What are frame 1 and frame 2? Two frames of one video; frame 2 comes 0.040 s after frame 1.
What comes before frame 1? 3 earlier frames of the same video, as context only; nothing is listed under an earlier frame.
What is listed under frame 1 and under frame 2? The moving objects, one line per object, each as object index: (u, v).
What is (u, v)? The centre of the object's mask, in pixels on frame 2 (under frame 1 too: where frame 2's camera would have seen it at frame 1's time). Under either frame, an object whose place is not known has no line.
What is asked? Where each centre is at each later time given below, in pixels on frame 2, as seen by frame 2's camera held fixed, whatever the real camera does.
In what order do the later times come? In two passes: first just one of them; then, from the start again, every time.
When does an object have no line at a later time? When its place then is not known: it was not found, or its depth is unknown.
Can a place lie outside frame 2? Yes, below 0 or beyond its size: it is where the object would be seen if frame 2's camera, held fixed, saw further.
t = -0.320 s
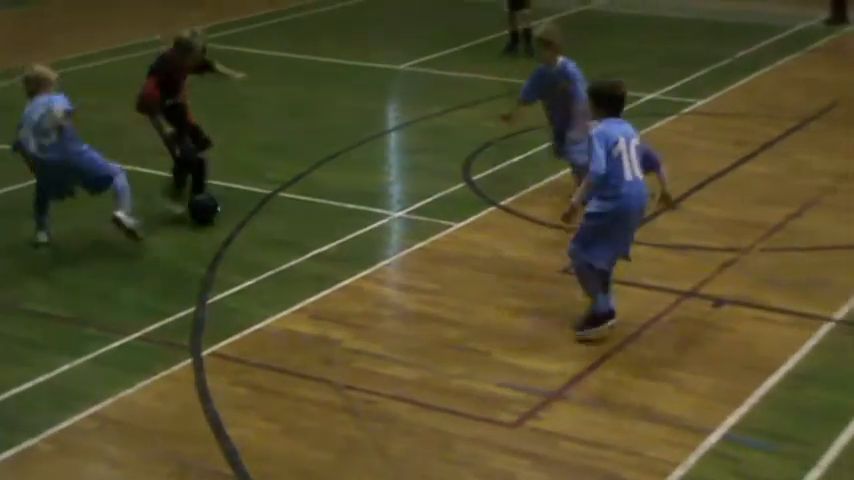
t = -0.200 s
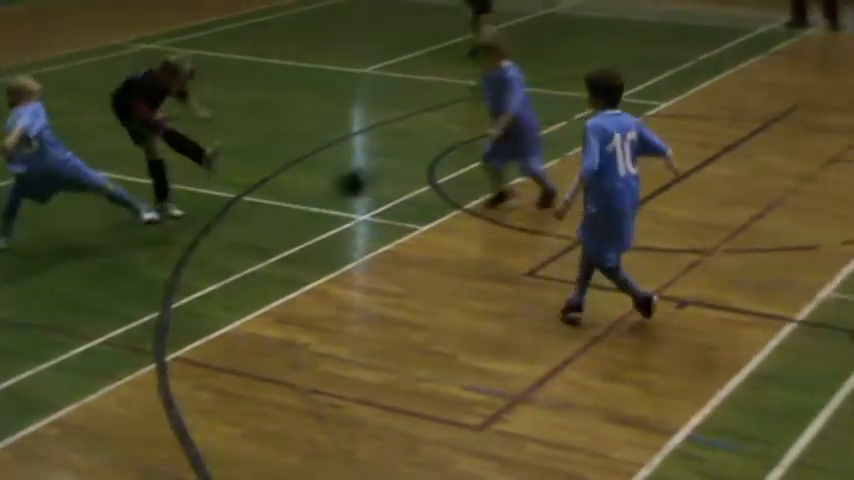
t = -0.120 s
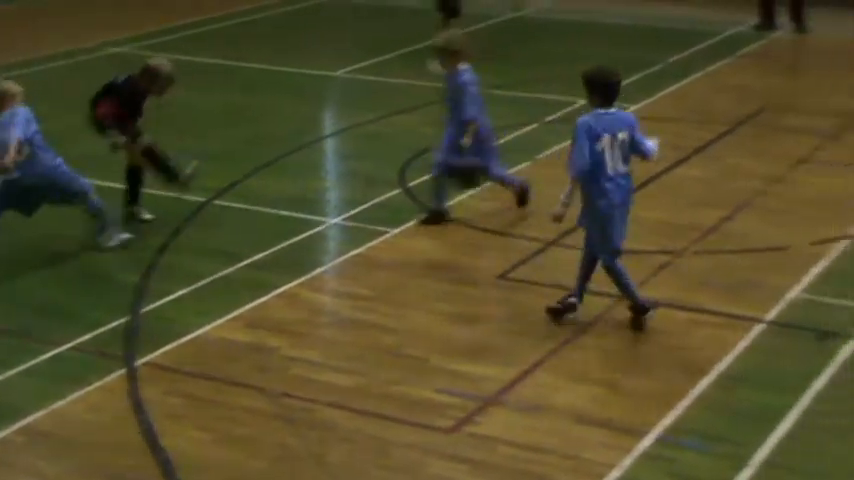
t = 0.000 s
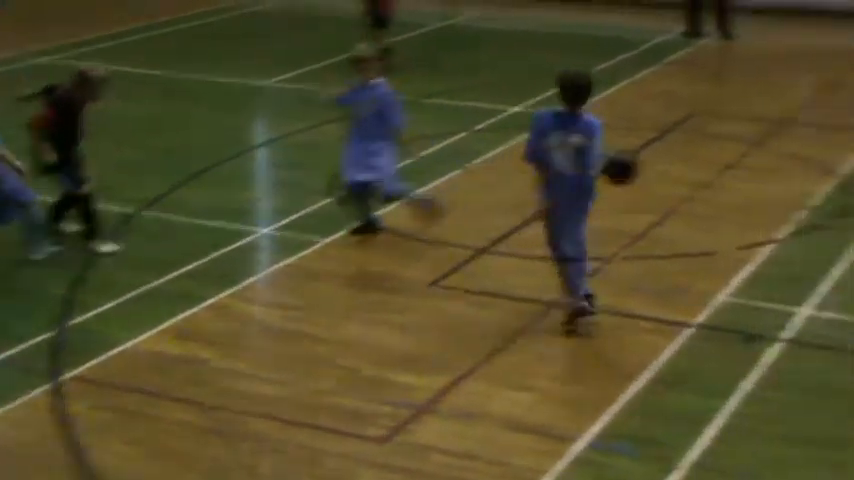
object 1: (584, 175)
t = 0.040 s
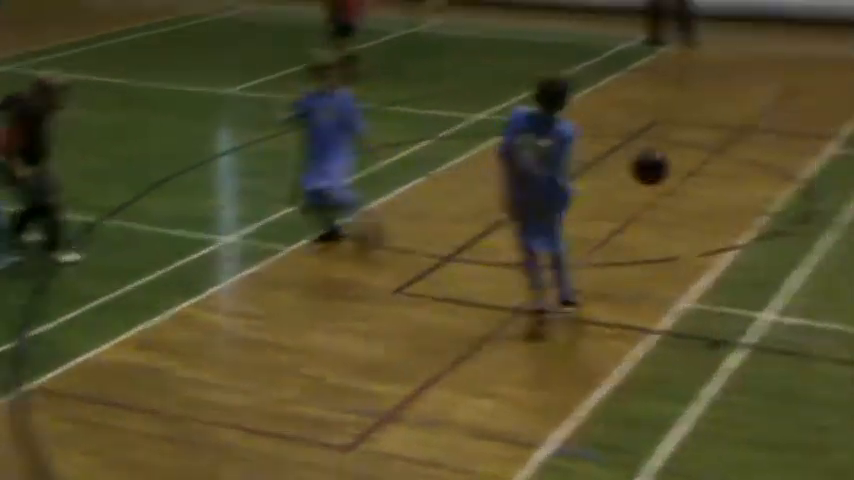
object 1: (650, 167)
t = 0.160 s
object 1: (846, 163)
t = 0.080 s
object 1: (714, 164)
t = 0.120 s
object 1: (780, 161)
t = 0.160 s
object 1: (846, 163)
